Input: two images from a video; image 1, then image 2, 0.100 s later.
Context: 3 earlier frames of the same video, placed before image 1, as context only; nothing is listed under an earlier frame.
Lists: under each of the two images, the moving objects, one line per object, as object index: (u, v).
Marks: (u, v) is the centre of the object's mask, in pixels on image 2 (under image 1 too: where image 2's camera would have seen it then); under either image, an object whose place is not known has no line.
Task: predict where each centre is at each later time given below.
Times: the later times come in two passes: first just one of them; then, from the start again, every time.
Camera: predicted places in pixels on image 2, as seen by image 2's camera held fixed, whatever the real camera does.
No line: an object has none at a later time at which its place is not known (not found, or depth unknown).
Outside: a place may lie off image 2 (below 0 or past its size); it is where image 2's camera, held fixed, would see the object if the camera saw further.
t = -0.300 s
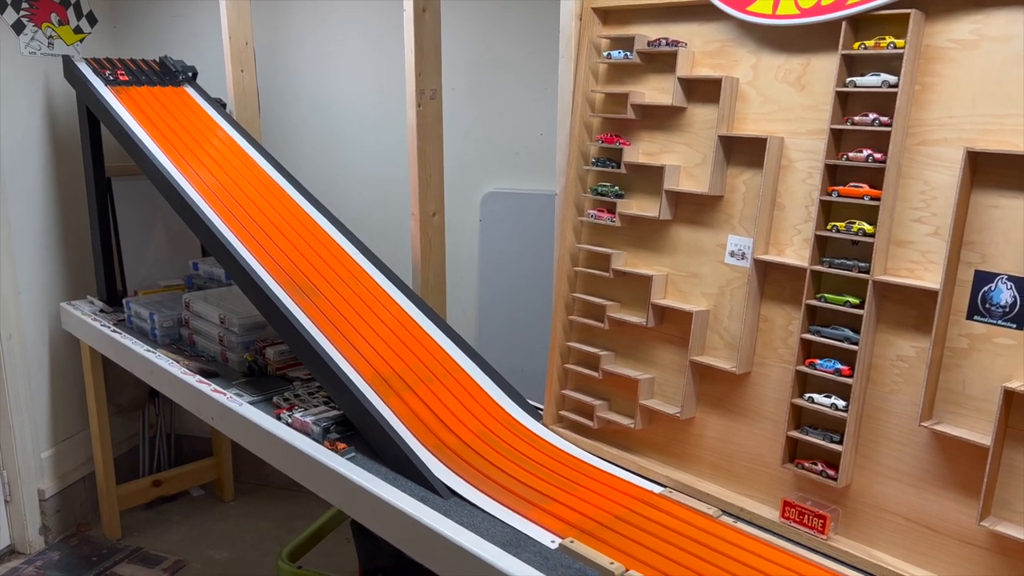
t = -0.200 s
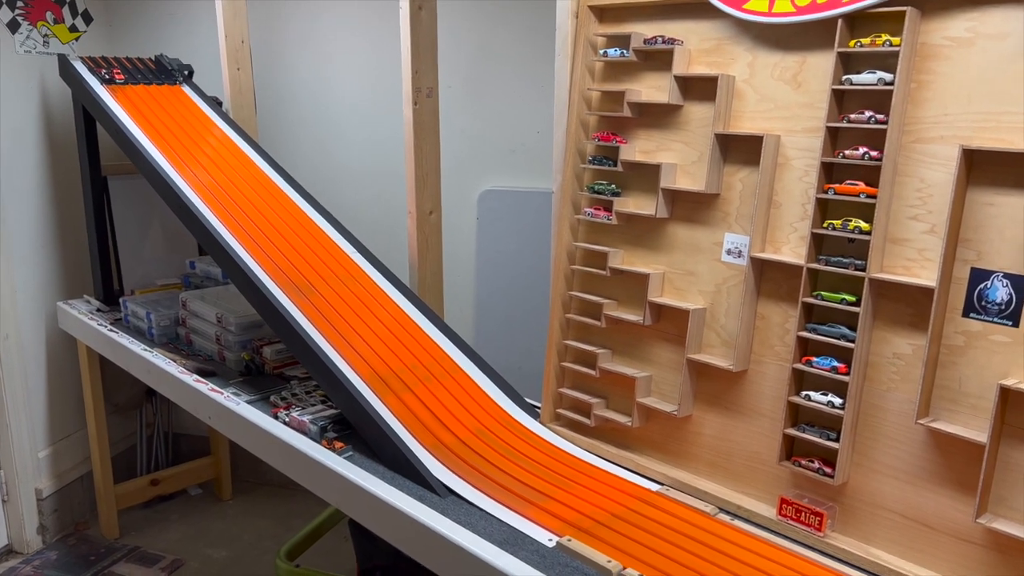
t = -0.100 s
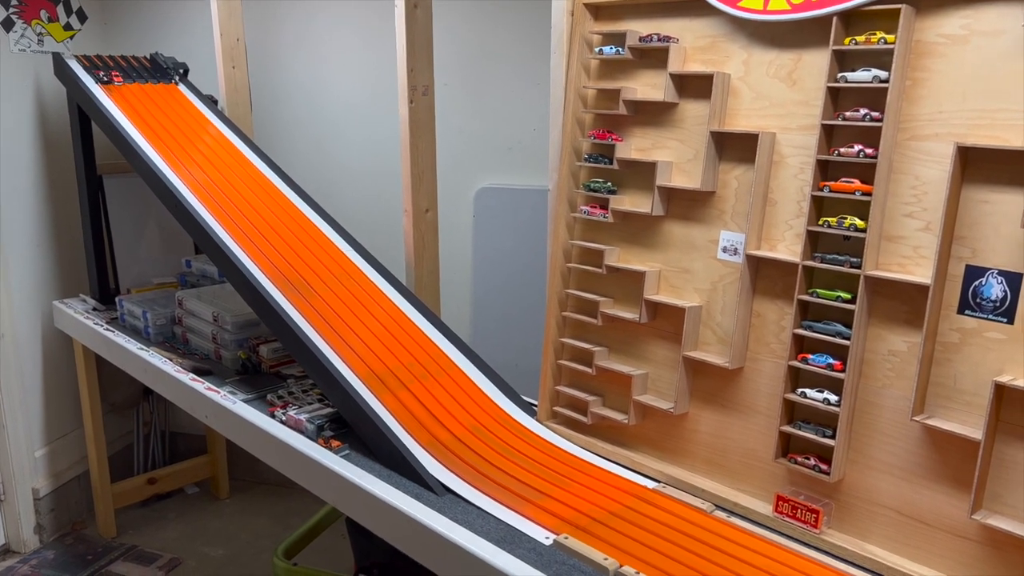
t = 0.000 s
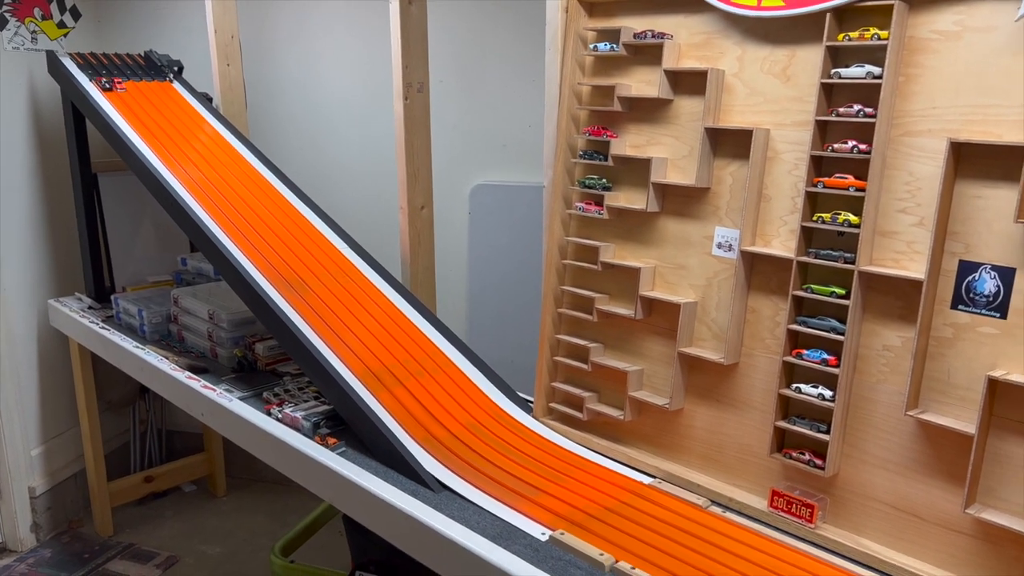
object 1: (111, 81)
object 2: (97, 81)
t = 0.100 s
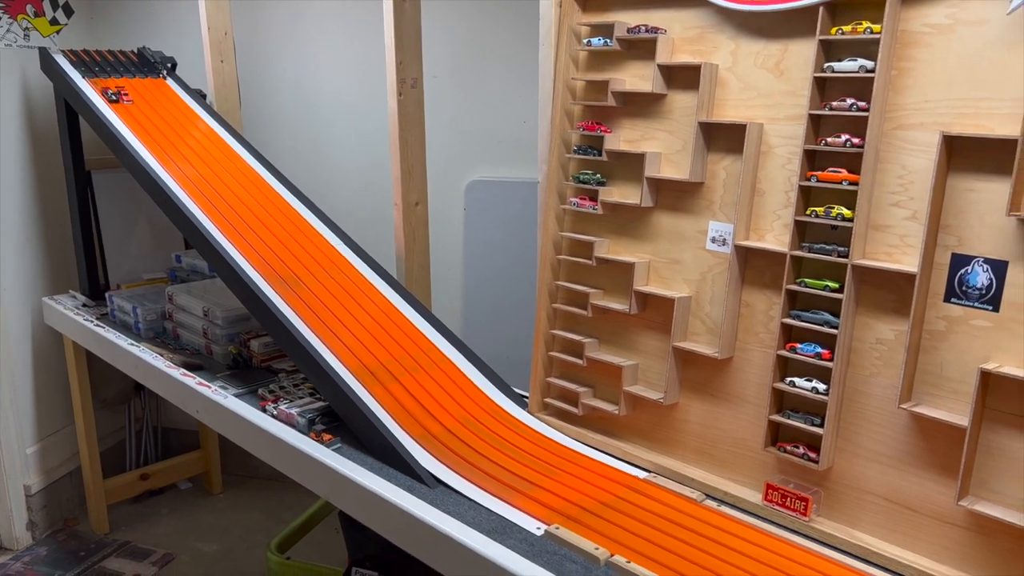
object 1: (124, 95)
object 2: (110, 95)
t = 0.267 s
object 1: (159, 134)
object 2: (145, 134)
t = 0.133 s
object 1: (129, 101)
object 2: (115, 101)
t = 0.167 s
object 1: (135, 108)
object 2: (121, 108)
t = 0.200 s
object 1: (142, 116)
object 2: (129, 116)
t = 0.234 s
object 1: (150, 125)
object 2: (136, 125)
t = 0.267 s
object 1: (159, 134)
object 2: (145, 134)
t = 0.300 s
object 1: (168, 144)
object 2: (153, 144)
